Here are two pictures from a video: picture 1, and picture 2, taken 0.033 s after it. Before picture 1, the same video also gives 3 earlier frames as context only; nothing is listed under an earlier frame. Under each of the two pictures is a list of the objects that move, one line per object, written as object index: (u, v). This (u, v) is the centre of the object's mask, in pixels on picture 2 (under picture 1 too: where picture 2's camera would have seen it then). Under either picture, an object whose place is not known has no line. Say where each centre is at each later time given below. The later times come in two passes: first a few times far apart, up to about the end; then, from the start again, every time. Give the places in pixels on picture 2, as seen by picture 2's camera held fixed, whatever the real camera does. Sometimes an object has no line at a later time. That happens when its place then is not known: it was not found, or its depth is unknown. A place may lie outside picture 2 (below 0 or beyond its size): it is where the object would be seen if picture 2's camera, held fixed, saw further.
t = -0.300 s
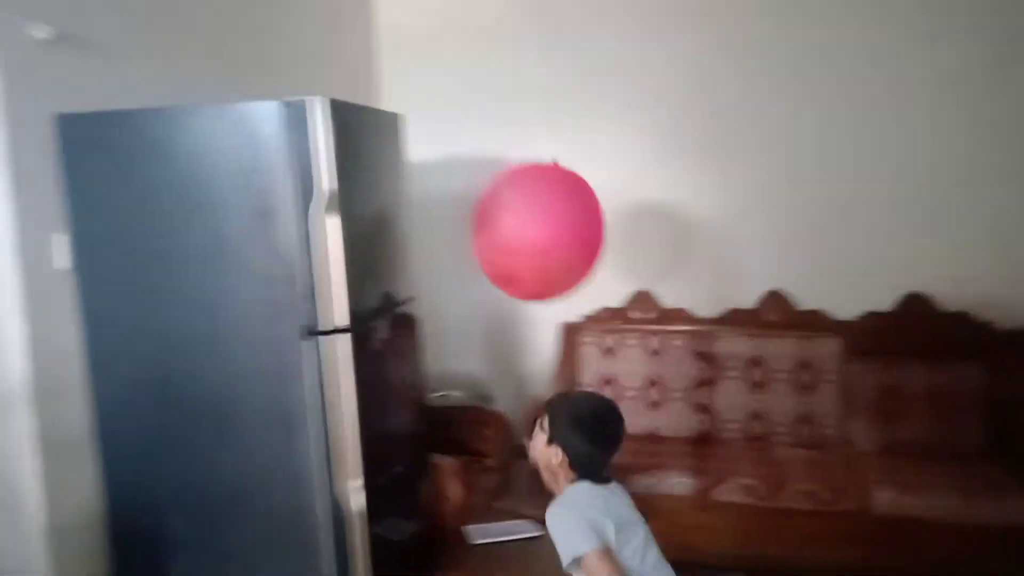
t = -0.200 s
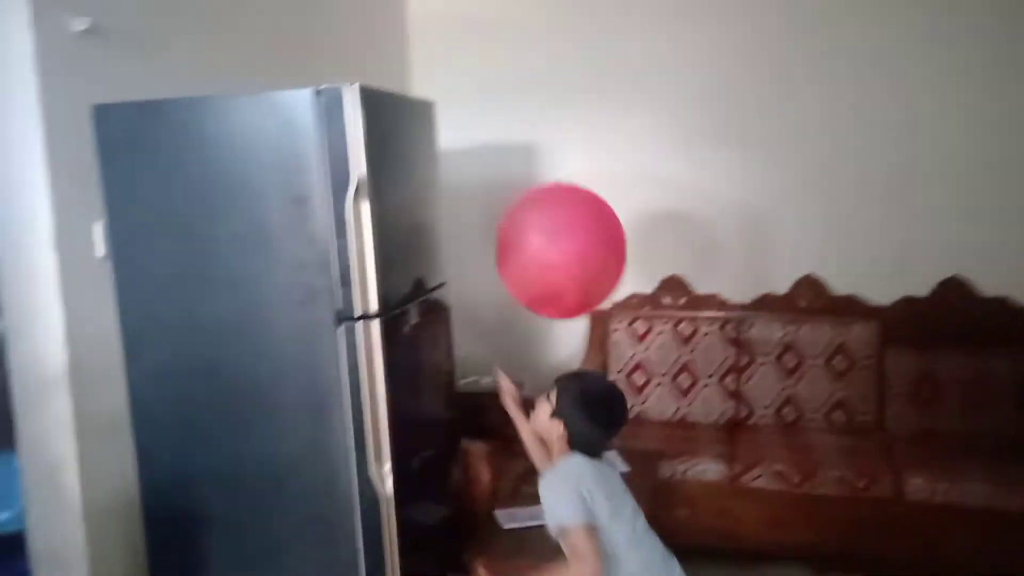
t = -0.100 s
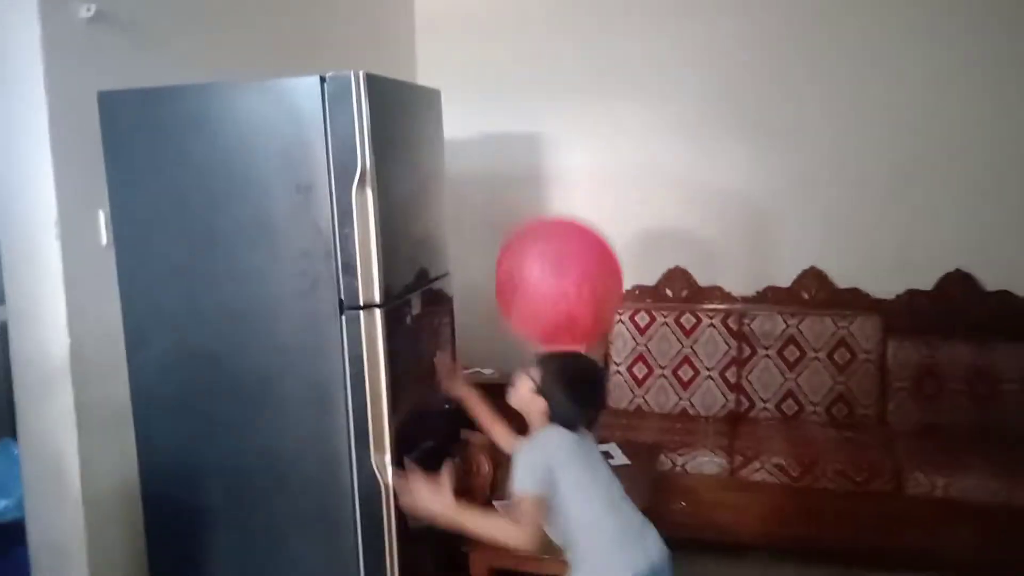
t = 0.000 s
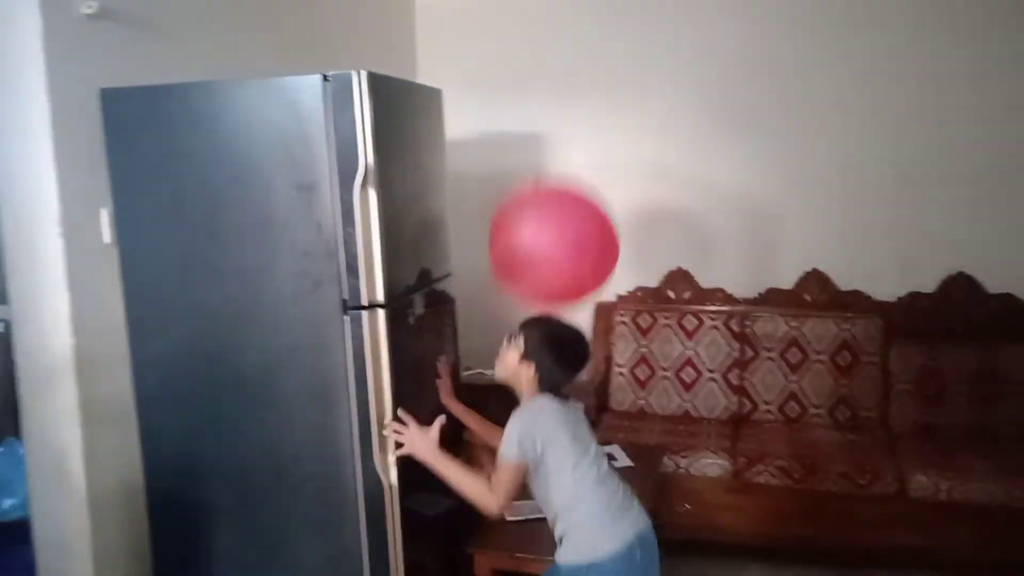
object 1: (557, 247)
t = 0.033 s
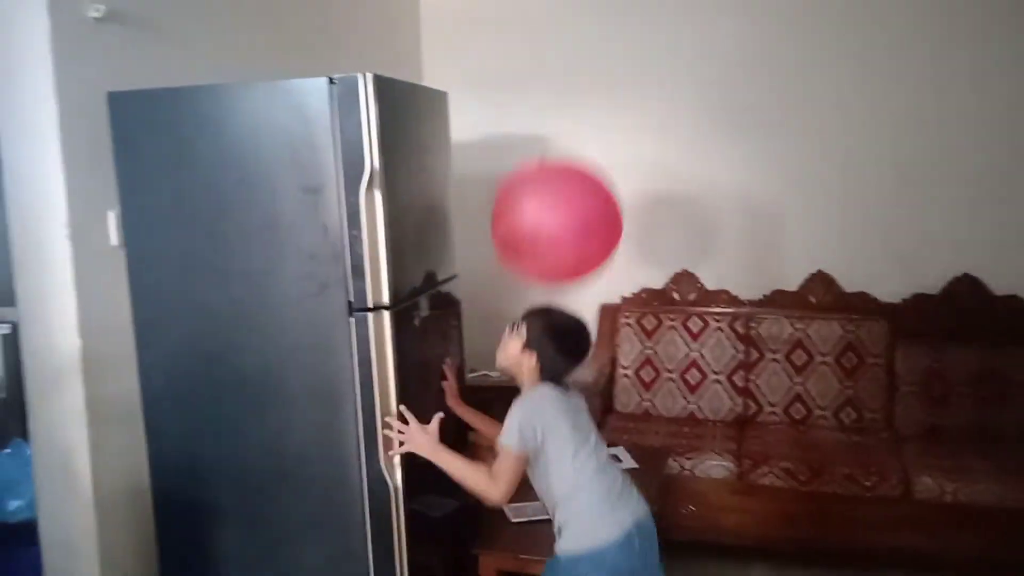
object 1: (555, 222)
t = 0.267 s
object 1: (538, 71)
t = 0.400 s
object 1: (525, 43)
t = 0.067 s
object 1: (553, 197)
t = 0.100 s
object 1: (552, 173)
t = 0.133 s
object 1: (549, 150)
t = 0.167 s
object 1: (547, 129)
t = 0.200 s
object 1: (544, 108)
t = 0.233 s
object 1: (541, 89)
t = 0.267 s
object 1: (538, 71)
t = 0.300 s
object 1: (535, 60)
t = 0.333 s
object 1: (531, 53)
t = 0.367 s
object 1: (528, 48)
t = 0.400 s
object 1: (525, 43)
